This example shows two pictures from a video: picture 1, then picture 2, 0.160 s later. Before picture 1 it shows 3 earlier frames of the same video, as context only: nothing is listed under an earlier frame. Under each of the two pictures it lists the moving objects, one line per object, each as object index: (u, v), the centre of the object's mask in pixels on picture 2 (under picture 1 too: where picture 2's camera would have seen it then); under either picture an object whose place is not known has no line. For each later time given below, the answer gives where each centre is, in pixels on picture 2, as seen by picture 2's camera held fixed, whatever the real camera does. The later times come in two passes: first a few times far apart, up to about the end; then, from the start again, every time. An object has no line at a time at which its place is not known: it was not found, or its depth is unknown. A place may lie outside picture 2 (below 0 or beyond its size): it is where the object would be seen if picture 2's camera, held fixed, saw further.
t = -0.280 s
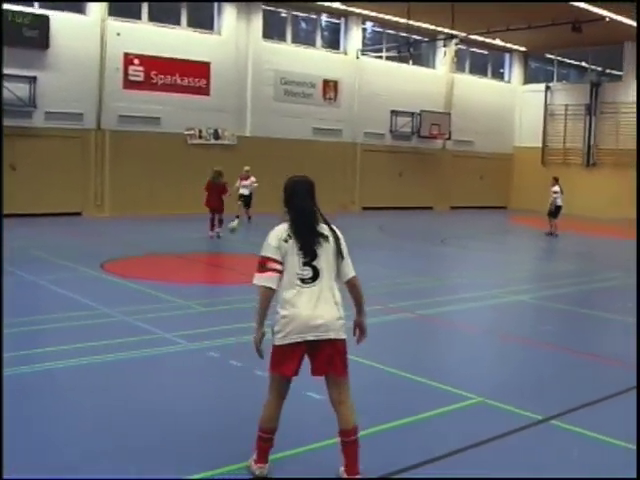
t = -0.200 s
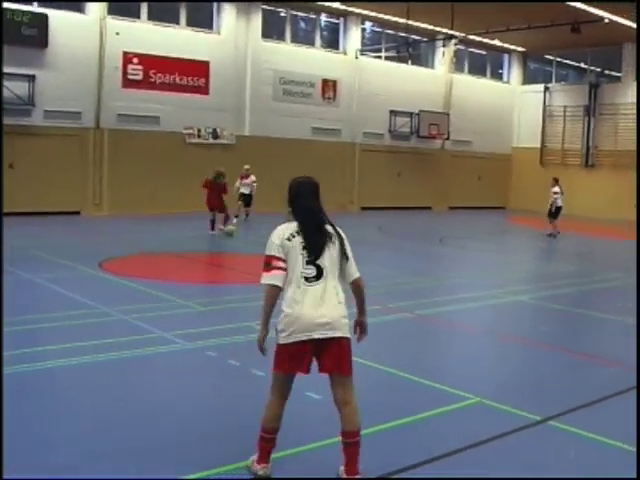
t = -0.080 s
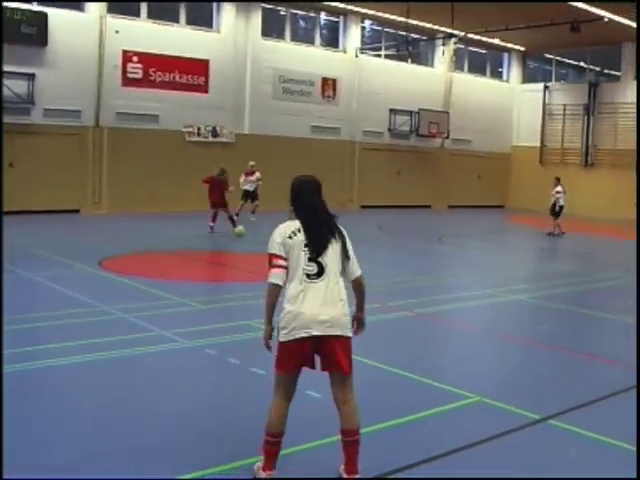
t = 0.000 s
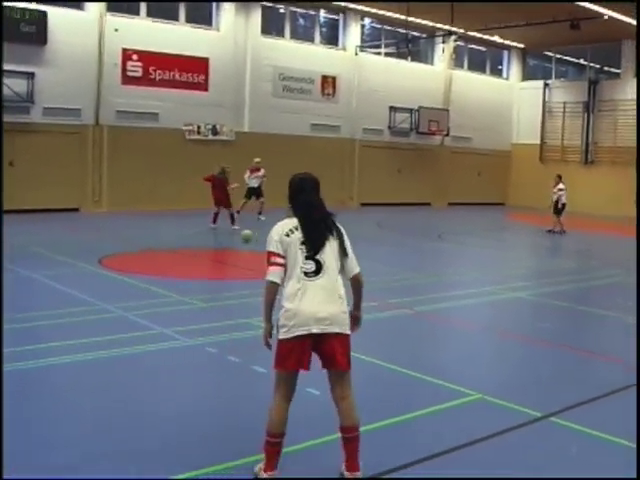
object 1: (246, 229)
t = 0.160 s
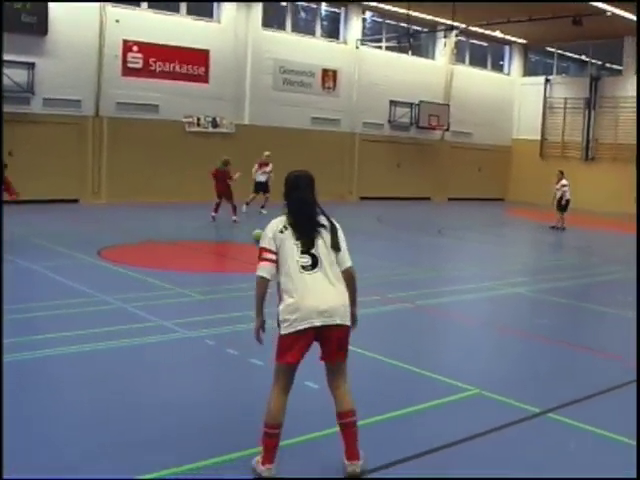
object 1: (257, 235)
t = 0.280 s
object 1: (261, 238)
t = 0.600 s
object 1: (291, 261)
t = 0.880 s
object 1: (319, 284)
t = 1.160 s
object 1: (360, 314)
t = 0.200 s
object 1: (258, 236)
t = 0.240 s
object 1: (259, 237)
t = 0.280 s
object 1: (261, 238)
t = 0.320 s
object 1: (265, 241)
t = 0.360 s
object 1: (269, 245)
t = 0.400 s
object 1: (273, 247)
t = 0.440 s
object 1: (276, 249)
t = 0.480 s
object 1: (278, 253)
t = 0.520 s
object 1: (281, 255)
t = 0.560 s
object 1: (287, 258)
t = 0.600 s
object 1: (291, 261)
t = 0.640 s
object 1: (294, 264)
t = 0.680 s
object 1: (298, 267)
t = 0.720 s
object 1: (302, 270)
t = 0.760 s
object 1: (306, 274)
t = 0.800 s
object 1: (310, 277)
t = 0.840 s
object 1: (314, 281)
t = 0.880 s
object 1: (319, 284)
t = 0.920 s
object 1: (324, 288)
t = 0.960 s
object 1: (329, 291)
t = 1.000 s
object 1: (334, 295)
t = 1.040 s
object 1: (340, 300)
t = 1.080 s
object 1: (346, 304)
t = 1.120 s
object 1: (352, 308)
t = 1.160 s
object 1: (360, 314)
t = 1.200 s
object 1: (366, 318)
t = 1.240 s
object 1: (374, 320)
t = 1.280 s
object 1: (382, 326)
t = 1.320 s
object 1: (391, 336)
